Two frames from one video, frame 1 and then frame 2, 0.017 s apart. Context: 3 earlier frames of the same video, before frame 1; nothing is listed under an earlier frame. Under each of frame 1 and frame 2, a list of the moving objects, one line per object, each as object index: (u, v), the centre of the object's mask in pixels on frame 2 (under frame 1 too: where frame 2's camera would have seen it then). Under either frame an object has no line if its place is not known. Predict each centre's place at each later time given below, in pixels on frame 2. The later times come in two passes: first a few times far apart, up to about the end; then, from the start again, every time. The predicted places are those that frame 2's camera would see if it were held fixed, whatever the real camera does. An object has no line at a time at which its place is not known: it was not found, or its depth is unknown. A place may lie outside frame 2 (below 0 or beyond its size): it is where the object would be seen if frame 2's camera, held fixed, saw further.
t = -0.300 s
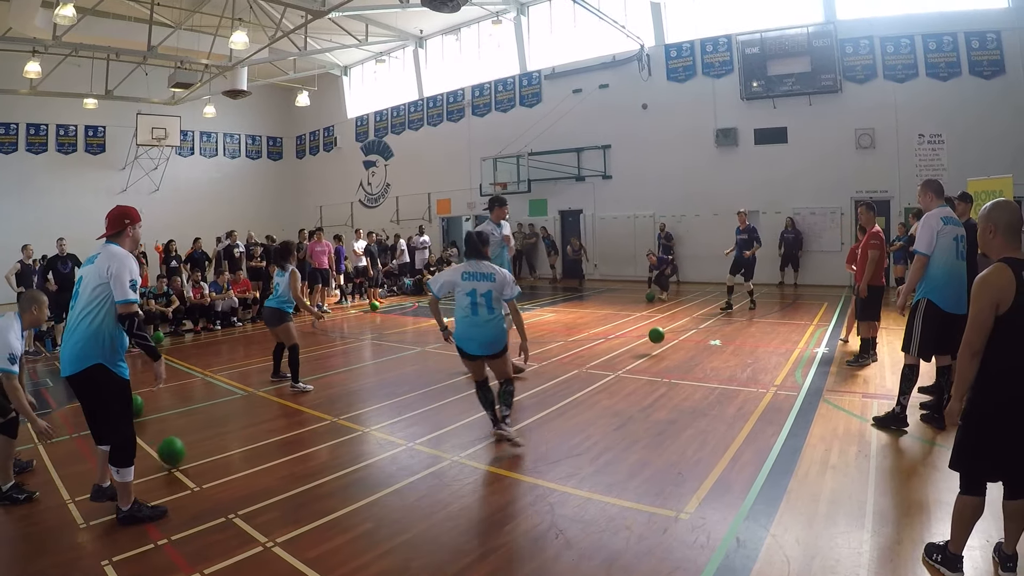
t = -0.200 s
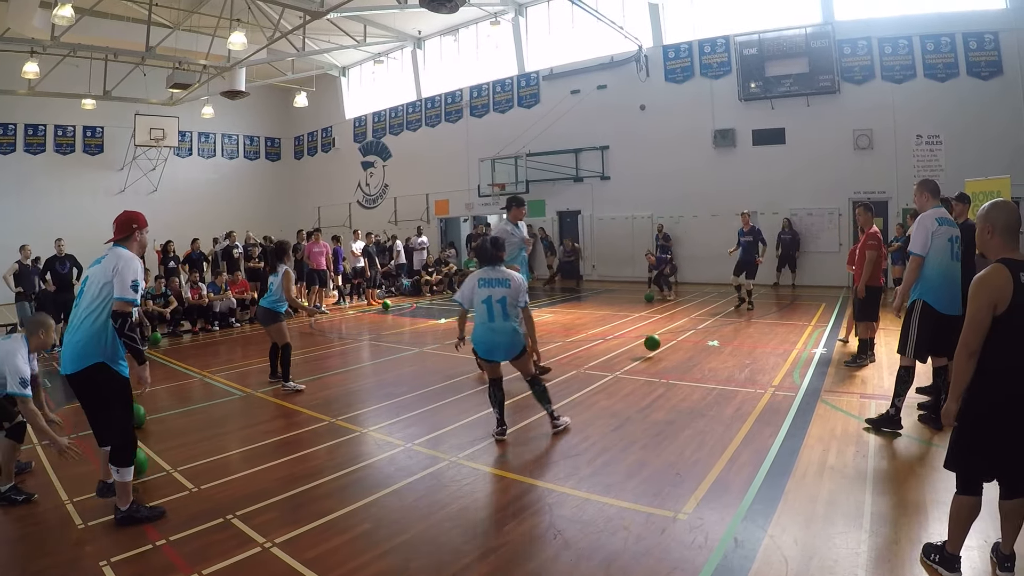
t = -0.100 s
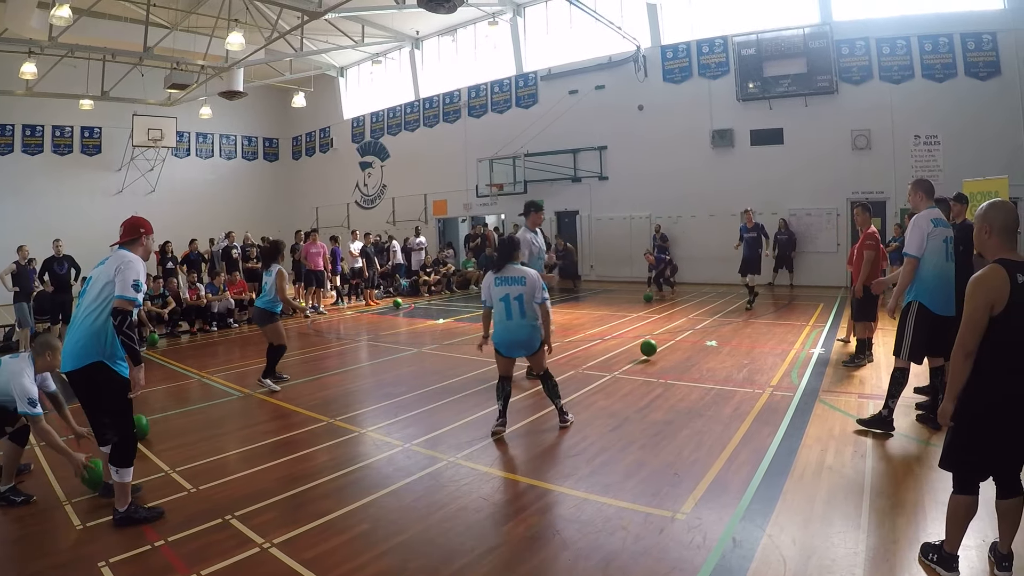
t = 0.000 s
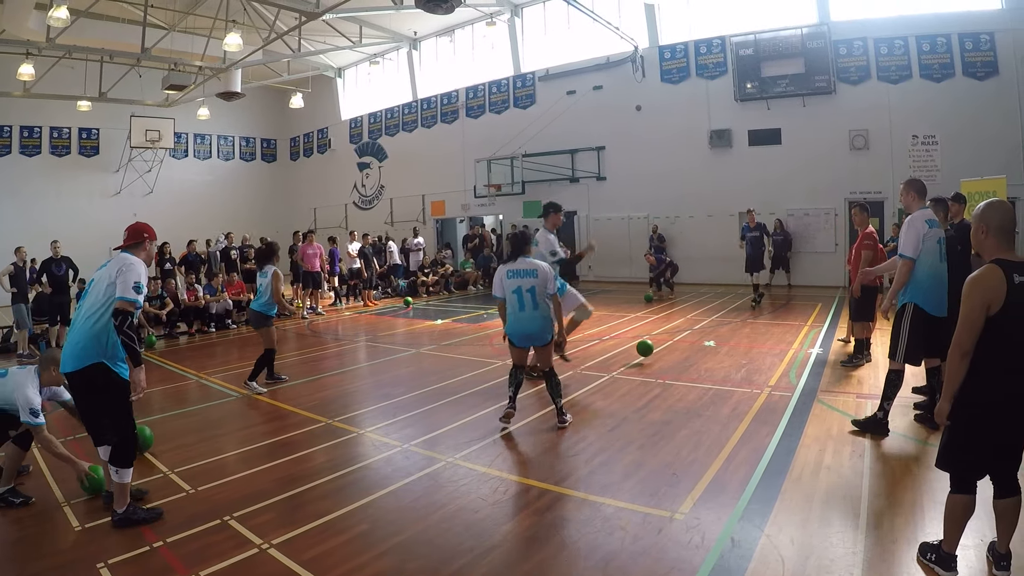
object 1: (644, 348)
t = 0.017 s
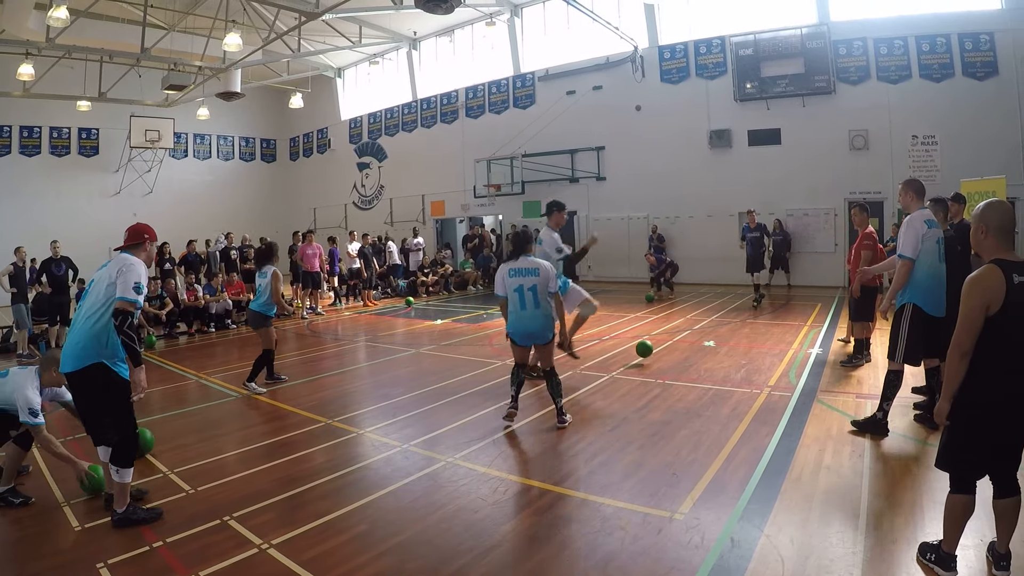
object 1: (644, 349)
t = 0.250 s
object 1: (639, 359)
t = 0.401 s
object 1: (636, 365)
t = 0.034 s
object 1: (644, 350)
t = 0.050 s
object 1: (643, 351)
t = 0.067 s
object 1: (643, 353)
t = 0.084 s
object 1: (643, 355)
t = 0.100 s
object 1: (642, 357)
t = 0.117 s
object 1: (642, 357)
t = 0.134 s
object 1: (642, 357)
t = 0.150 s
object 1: (641, 356)
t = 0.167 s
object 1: (641, 356)
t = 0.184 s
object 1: (641, 356)
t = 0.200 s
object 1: (640, 356)
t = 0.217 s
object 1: (640, 357)
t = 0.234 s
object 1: (639, 358)
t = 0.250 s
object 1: (639, 359)
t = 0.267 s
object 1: (639, 361)
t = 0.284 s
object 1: (638, 363)
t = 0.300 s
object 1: (638, 363)
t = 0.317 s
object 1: (638, 363)
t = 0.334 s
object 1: (638, 362)
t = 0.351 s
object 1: (637, 363)
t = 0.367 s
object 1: (637, 363)
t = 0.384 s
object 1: (637, 364)
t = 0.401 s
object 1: (636, 365)
